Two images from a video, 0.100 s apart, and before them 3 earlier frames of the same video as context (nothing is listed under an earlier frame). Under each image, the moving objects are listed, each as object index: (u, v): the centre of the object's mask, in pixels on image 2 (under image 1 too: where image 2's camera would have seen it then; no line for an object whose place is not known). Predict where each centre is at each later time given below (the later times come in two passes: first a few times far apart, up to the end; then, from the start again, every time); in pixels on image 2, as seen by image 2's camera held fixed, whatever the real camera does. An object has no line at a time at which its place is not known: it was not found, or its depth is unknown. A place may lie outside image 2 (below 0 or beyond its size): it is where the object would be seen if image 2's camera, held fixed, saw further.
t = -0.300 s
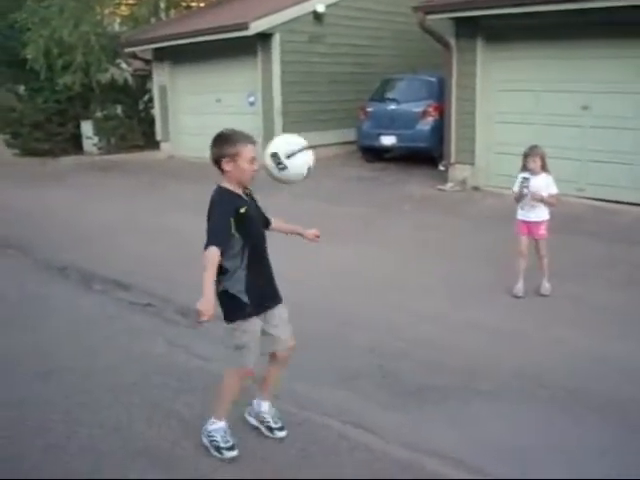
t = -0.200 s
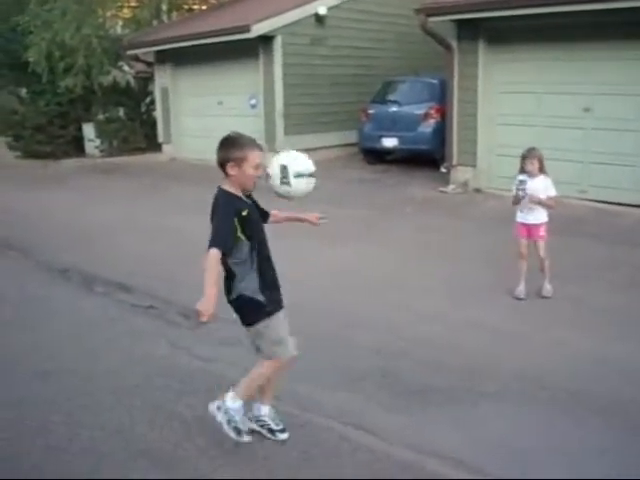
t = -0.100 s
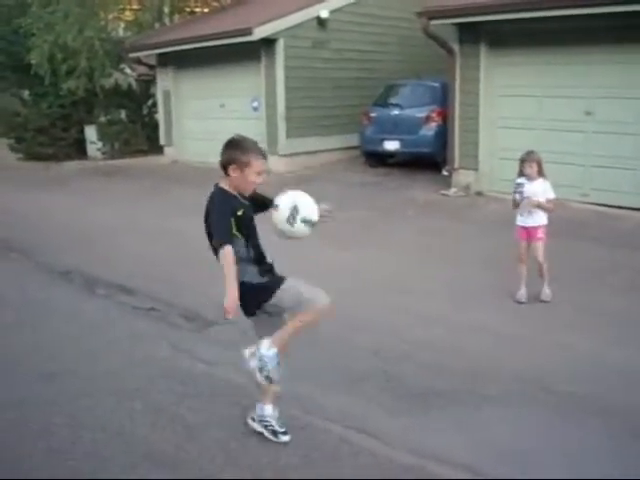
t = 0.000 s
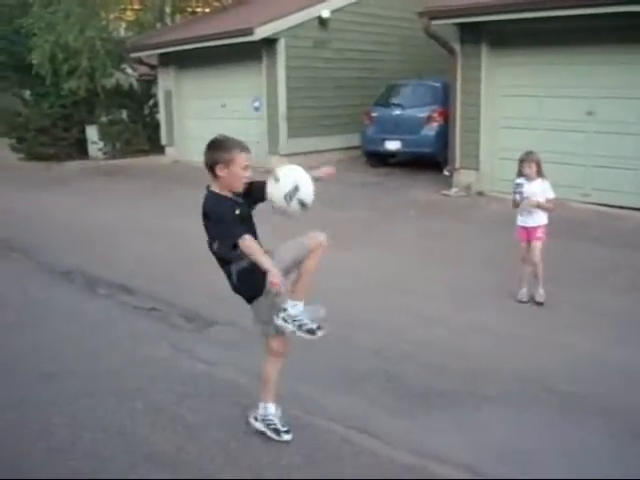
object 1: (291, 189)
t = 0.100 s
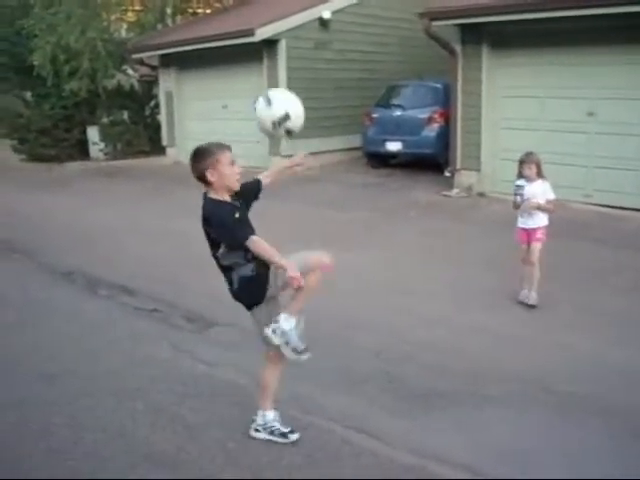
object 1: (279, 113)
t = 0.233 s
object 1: (264, 46)
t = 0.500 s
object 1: (240, 38)
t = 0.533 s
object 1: (237, 50)
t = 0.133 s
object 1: (276, 92)
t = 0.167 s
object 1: (272, 73)
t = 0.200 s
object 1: (269, 58)
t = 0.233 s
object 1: (264, 46)
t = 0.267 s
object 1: (261, 36)
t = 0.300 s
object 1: (258, 29)
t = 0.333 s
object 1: (255, 25)
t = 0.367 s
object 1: (252, 23)
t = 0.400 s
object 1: (248, 23)
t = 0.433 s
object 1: (246, 25)
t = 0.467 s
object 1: (243, 32)
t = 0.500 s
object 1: (240, 38)
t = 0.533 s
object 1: (237, 50)
